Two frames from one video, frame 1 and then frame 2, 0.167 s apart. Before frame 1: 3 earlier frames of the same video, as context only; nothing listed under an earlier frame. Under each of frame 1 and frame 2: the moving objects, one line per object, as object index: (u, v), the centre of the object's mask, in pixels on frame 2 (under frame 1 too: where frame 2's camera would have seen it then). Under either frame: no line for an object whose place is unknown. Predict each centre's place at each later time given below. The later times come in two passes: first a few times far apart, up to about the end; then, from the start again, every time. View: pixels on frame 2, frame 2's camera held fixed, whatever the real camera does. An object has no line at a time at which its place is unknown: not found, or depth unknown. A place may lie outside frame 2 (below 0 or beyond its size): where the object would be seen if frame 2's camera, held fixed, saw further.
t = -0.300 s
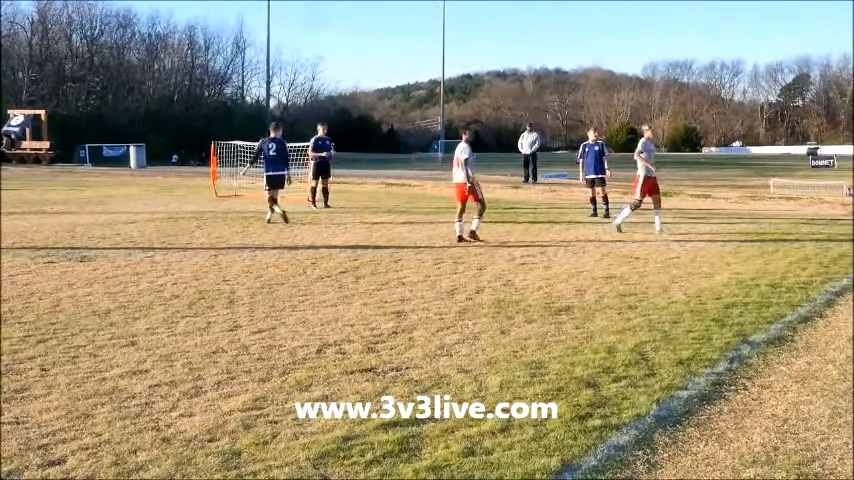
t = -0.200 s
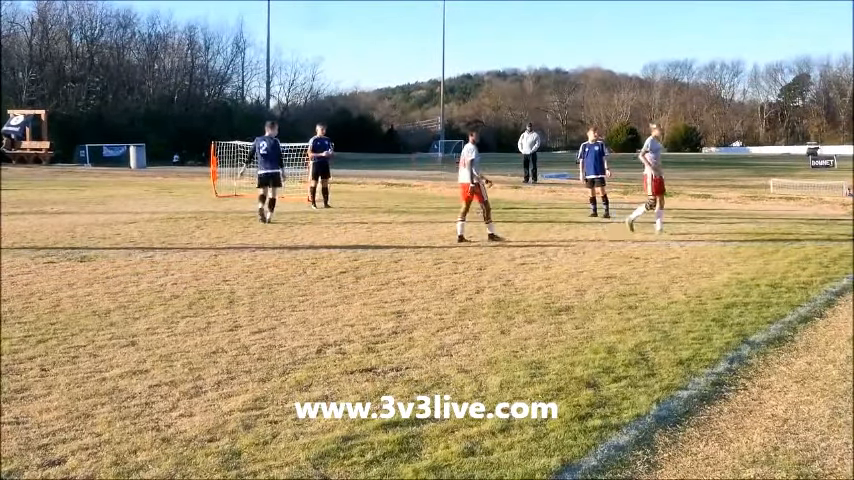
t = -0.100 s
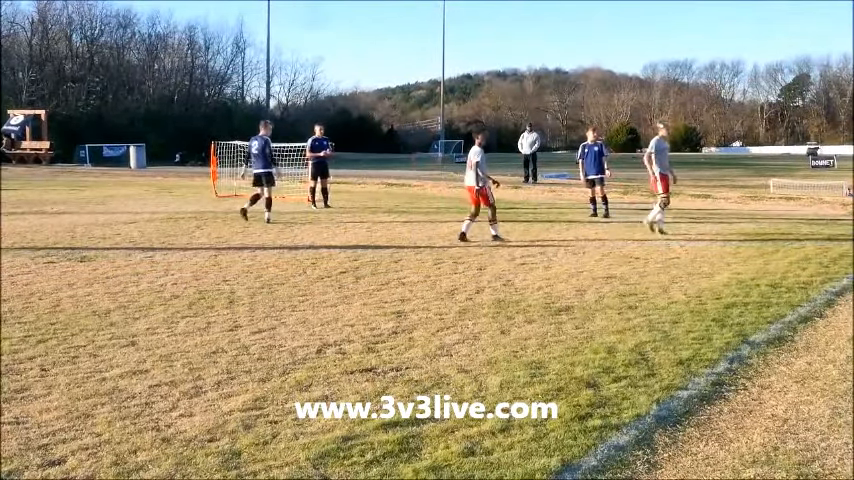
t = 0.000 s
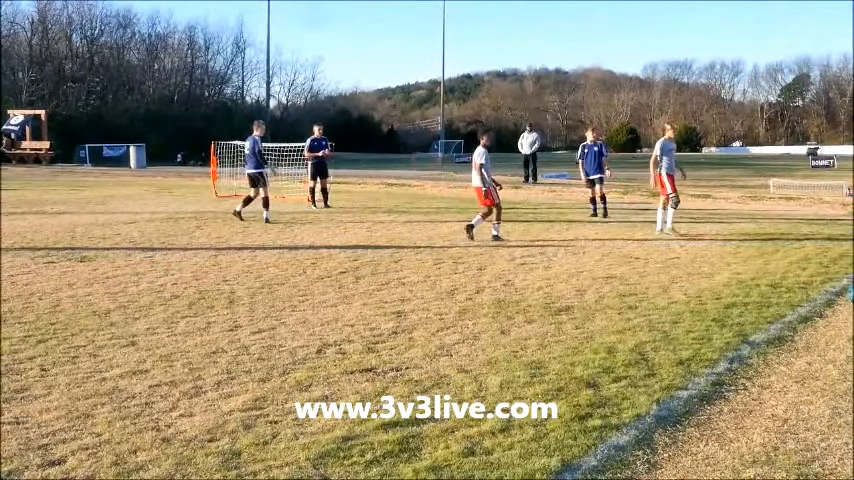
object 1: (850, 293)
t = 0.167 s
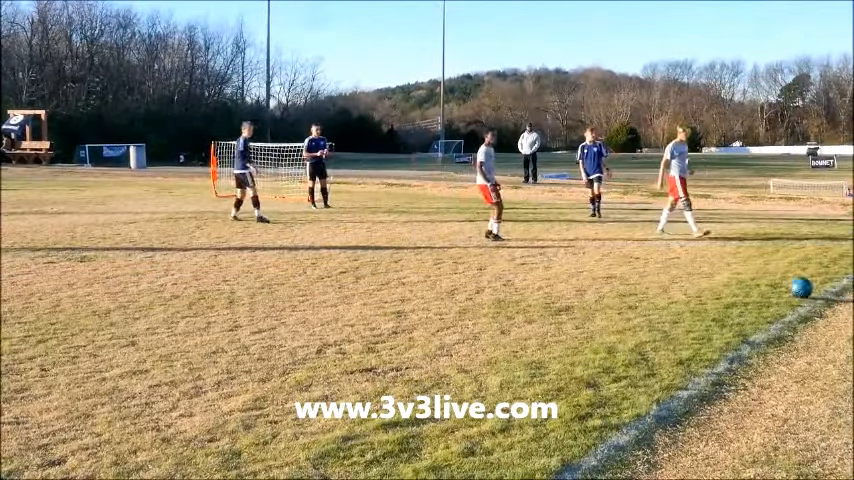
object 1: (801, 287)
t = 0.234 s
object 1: (780, 287)
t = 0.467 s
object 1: (715, 282)
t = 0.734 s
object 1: (649, 279)
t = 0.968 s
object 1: (597, 276)
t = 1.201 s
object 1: (551, 274)
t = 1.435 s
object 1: (508, 272)
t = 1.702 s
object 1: (466, 270)
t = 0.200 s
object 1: (790, 287)
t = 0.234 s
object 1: (780, 287)
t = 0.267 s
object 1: (770, 286)
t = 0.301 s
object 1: (761, 285)
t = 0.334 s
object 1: (752, 283)
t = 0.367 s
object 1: (742, 283)
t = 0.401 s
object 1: (733, 283)
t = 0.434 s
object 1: (724, 282)
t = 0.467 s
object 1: (715, 282)
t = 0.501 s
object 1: (706, 282)
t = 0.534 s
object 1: (698, 281)
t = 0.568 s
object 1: (689, 282)
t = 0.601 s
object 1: (681, 281)
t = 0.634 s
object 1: (673, 280)
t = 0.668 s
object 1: (665, 280)
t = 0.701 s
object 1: (657, 280)
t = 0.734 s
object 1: (649, 279)
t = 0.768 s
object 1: (641, 279)
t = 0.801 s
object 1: (633, 278)
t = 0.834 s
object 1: (626, 278)
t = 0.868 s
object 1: (618, 277)
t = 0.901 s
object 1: (611, 277)
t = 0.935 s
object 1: (604, 276)
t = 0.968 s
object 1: (597, 276)
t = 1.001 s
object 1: (590, 276)
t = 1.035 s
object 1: (584, 275)
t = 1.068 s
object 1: (577, 275)
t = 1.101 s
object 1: (569, 274)
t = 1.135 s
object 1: (563, 274)
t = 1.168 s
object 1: (556, 274)
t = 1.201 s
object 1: (551, 274)
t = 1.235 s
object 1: (544, 273)
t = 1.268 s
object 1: (538, 273)
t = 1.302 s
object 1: (532, 272)
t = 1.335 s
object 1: (527, 273)
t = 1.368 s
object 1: (521, 273)
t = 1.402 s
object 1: (514, 273)
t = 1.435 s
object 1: (508, 272)
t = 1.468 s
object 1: (503, 272)
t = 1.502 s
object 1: (497, 271)
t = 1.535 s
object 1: (492, 270)
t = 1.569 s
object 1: (487, 270)
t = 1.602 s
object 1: (481, 270)
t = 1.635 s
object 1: (476, 270)
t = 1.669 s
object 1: (471, 269)
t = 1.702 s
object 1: (466, 270)
